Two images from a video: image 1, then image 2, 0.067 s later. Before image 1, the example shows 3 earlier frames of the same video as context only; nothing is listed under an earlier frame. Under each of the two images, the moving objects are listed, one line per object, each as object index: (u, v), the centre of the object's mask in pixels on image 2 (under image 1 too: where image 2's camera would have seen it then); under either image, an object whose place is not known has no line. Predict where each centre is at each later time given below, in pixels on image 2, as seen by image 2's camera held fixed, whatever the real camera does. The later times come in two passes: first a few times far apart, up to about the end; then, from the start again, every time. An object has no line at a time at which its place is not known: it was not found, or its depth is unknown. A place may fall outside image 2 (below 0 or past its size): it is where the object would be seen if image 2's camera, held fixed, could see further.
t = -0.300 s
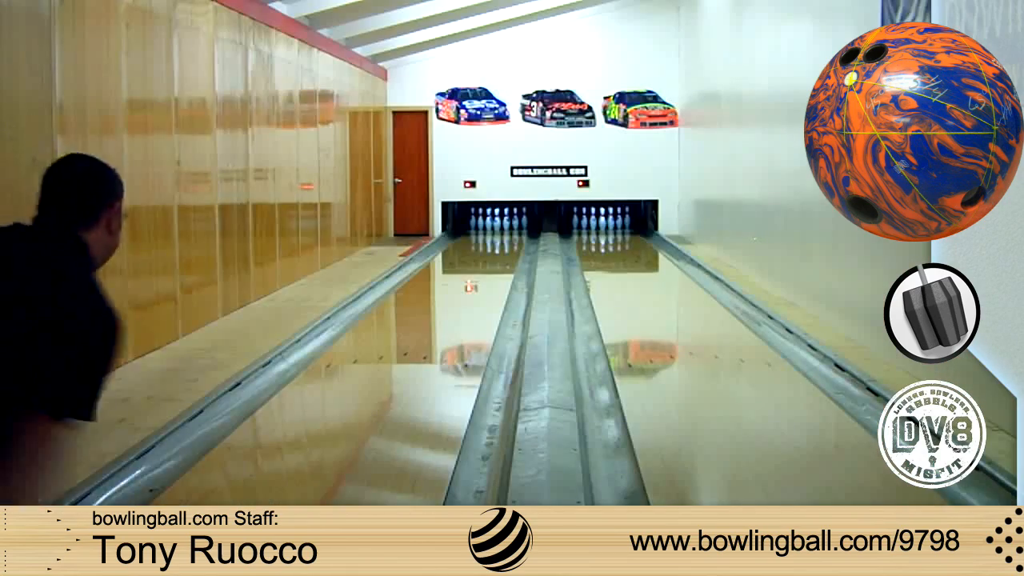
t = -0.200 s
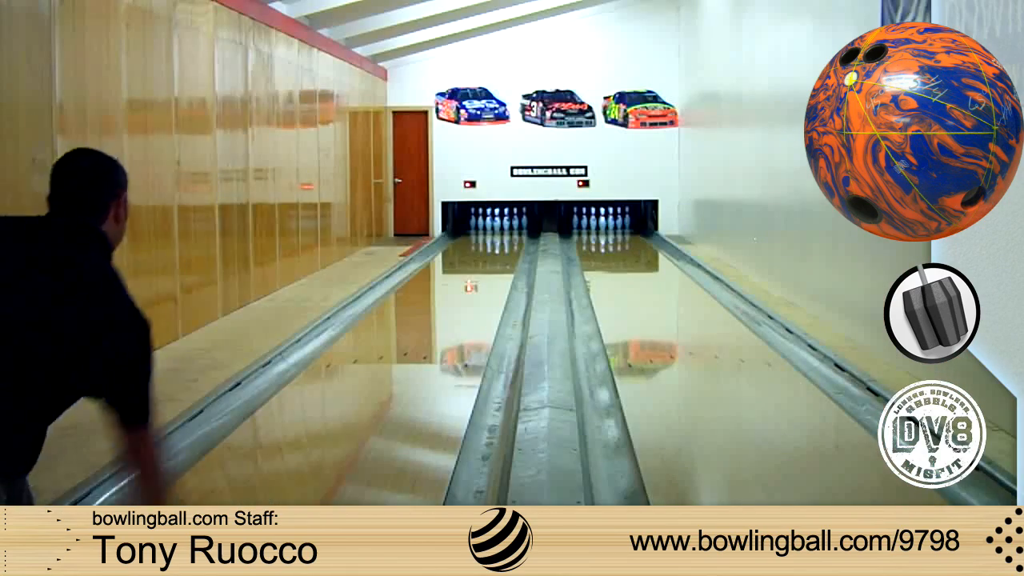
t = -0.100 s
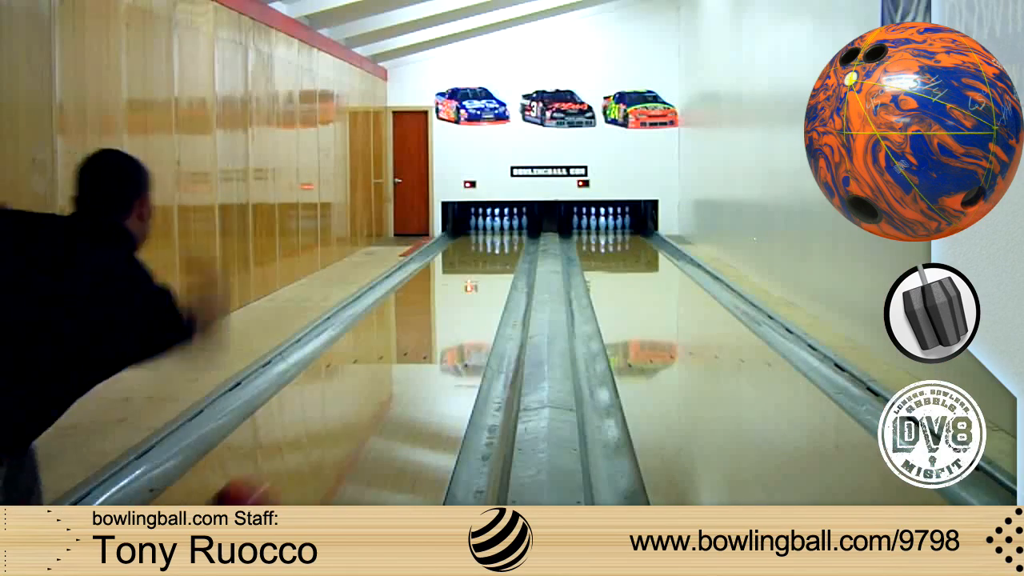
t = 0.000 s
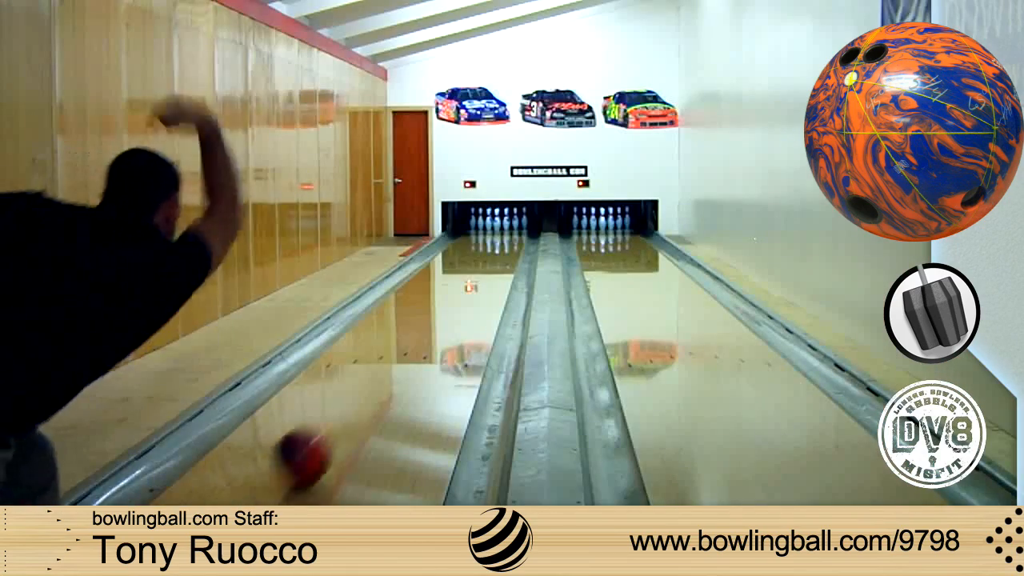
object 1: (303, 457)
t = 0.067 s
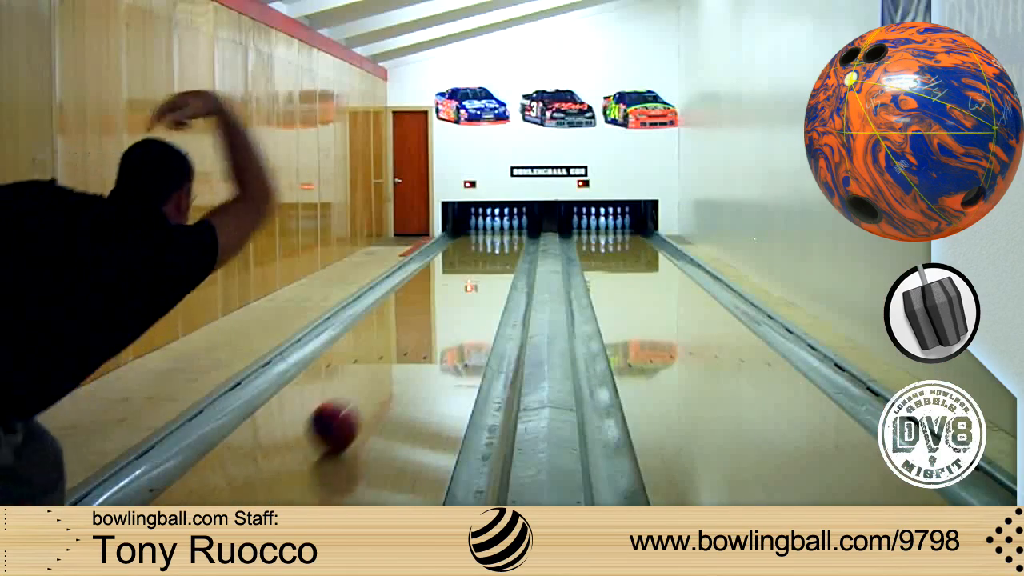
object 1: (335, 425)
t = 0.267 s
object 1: (397, 364)
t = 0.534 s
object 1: (447, 314)
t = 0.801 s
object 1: (474, 285)
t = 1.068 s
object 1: (490, 265)
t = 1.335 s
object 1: (500, 251)
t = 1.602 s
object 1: (505, 239)
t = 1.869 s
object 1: (506, 232)
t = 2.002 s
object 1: (505, 229)
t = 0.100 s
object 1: (347, 413)
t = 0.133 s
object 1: (360, 401)
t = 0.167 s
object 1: (371, 391)
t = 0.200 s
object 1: (380, 381)
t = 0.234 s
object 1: (390, 371)
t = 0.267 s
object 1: (397, 364)
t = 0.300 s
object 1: (407, 354)
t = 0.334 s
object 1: (413, 348)
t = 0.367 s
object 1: (420, 342)
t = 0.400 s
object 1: (426, 336)
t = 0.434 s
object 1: (432, 330)
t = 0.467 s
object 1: (437, 324)
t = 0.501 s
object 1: (442, 319)
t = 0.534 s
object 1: (447, 314)
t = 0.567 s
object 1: (451, 309)
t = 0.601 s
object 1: (455, 305)
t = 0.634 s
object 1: (459, 301)
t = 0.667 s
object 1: (462, 298)
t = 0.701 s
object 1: (465, 294)
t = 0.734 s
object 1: (468, 291)
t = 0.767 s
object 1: (471, 288)
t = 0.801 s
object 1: (474, 285)
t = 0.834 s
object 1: (476, 282)
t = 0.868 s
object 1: (479, 279)
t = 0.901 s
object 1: (481, 276)
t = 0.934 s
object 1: (483, 274)
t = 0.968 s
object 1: (485, 271)
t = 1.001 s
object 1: (487, 269)
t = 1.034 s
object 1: (488, 266)
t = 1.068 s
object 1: (490, 265)
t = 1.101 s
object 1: (492, 264)
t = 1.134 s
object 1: (493, 262)
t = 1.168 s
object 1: (495, 259)
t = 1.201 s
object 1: (496, 257)
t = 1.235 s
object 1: (497, 256)
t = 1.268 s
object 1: (498, 255)
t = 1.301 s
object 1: (499, 252)
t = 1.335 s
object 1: (500, 251)
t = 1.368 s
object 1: (502, 250)
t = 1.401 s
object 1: (502, 249)
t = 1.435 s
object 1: (503, 246)
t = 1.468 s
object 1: (504, 245)
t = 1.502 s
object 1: (505, 244)
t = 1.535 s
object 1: (505, 243)
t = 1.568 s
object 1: (505, 241)
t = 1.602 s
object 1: (505, 239)
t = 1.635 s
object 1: (506, 239)
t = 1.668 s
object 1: (506, 238)
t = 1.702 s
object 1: (506, 237)
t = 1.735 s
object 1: (506, 236)
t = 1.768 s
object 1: (506, 235)
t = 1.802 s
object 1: (506, 234)
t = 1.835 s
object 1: (506, 233)
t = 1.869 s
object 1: (506, 232)
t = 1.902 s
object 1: (506, 231)
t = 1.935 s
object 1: (505, 231)
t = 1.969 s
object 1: (505, 230)
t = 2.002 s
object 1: (505, 229)
